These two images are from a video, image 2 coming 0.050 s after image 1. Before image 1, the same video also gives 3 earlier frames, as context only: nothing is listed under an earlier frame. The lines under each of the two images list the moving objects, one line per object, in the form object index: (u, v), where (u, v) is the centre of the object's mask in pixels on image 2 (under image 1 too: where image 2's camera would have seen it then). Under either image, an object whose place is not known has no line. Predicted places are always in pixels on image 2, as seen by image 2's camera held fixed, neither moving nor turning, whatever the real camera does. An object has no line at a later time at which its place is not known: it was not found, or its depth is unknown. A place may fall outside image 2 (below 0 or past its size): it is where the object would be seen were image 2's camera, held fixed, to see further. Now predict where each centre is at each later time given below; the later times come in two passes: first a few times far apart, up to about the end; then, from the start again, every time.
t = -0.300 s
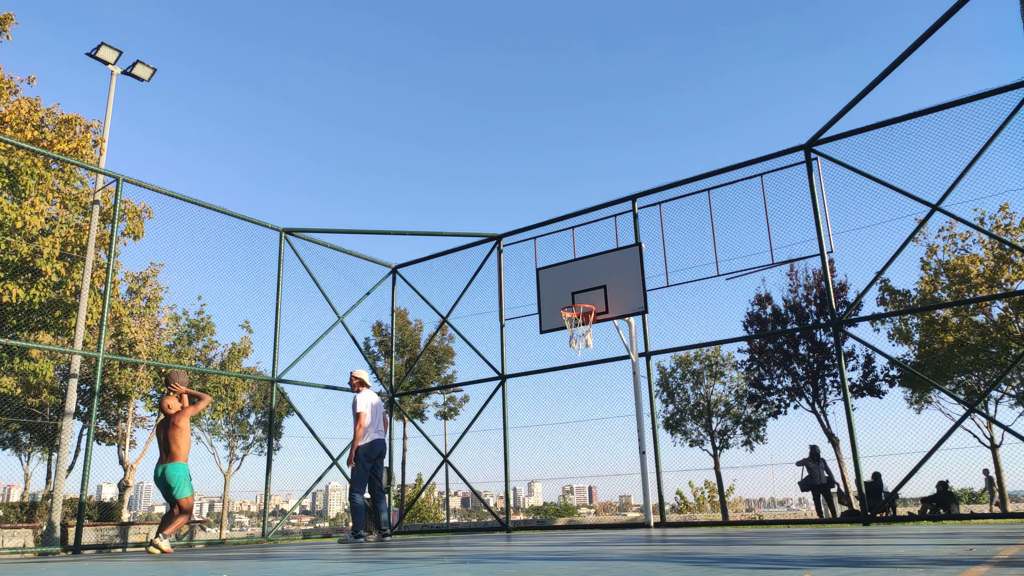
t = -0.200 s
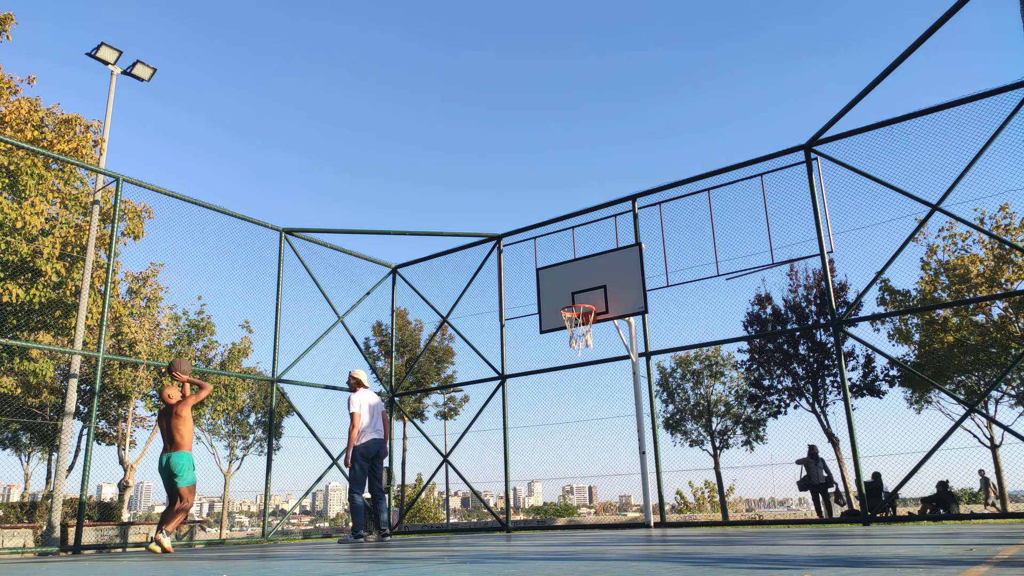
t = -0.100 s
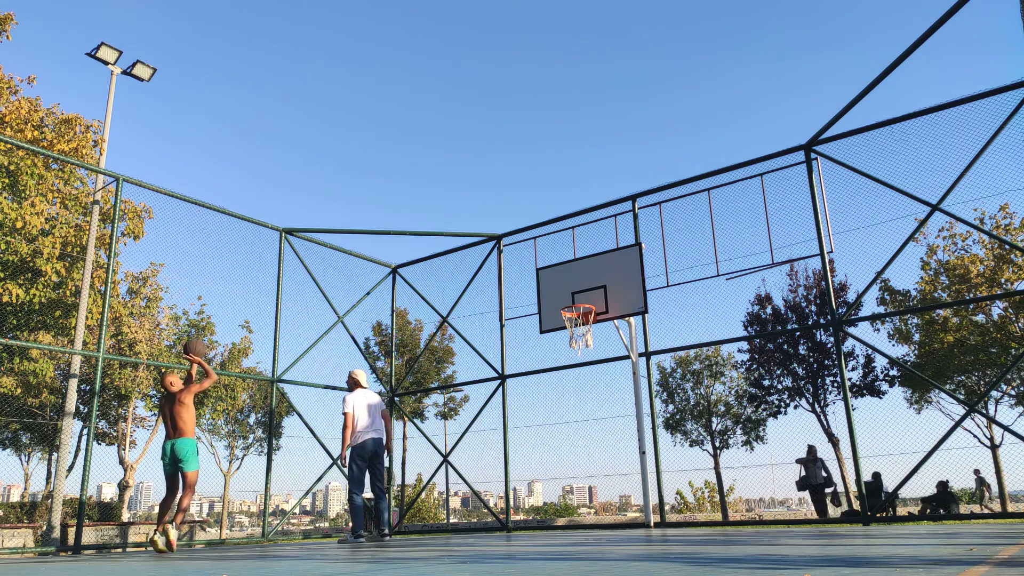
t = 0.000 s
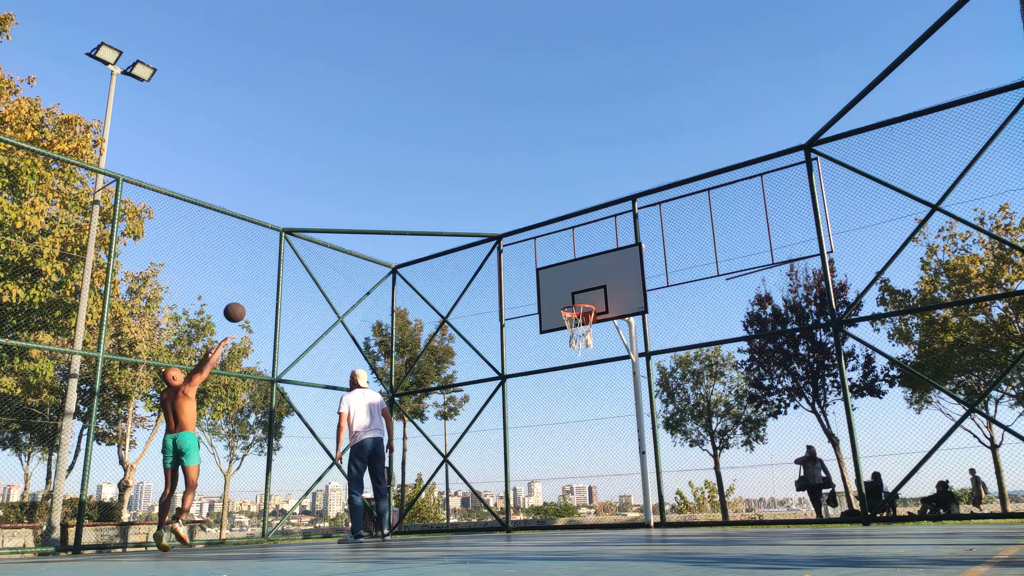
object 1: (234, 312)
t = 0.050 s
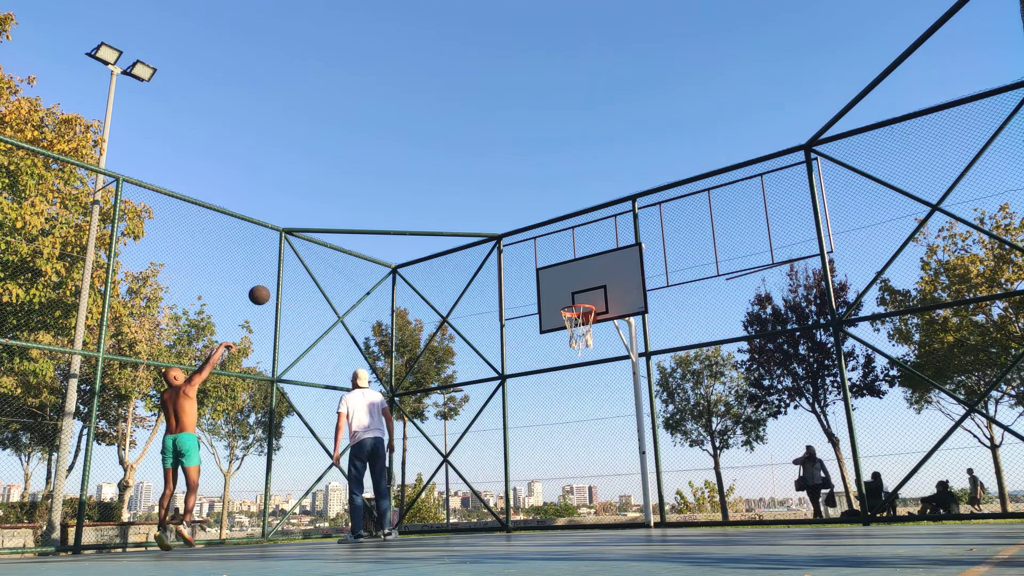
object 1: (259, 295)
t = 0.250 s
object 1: (348, 250)
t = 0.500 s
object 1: (443, 238)
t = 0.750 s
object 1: (528, 268)
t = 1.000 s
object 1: (588, 336)
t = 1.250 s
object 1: (566, 385)
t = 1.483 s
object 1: (549, 472)
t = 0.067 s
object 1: (267, 290)
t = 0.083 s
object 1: (275, 285)
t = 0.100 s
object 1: (283, 280)
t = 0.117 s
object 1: (290, 276)
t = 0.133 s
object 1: (298, 272)
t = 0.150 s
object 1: (305, 268)
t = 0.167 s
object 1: (313, 265)
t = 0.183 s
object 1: (320, 261)
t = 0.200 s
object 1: (327, 258)
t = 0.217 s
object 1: (334, 255)
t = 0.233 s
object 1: (341, 252)
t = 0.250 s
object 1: (348, 250)
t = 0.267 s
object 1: (355, 248)
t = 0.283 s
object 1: (362, 246)
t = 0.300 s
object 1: (368, 244)
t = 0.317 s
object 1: (375, 243)
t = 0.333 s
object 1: (381, 241)
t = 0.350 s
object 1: (388, 240)
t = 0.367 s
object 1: (394, 239)
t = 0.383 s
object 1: (400, 238)
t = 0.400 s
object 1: (407, 238)
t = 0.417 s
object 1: (413, 237)
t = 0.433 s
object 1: (419, 237)
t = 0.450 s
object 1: (425, 237)
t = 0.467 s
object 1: (431, 237)
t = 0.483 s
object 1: (437, 238)
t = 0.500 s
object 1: (443, 238)
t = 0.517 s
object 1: (449, 239)
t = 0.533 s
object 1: (455, 240)
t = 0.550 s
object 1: (460, 241)
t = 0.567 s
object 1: (466, 242)
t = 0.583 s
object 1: (472, 244)
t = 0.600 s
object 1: (478, 246)
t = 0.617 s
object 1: (483, 247)
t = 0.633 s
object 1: (488, 249)
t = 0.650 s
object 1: (494, 251)
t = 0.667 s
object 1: (500, 254)
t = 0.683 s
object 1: (506, 256)
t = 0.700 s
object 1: (511, 259)
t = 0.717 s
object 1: (516, 262)
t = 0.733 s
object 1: (522, 265)
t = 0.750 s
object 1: (528, 268)
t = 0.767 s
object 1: (533, 271)
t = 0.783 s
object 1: (538, 275)
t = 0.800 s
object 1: (544, 278)
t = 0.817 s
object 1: (549, 282)
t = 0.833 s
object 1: (554, 286)
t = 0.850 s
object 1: (560, 290)
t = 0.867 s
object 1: (565, 295)
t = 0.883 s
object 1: (570, 299)
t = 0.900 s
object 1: (574, 302)
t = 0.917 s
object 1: (577, 311)
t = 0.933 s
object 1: (587, 315)
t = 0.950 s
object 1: (588, 318)
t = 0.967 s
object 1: (589, 321)
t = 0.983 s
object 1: (588, 328)
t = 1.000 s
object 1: (588, 336)
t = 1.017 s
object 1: (587, 340)
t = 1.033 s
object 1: (585, 341)
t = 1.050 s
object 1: (583, 343)
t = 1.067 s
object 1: (582, 346)
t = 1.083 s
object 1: (580, 348)
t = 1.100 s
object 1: (579, 351)
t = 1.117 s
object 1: (578, 354)
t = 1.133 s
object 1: (576, 358)
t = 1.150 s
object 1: (575, 361)
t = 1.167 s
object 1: (573, 364)
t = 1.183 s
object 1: (572, 368)
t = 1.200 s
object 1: (570, 372)
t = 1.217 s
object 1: (569, 376)
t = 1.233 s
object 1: (568, 381)
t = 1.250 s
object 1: (566, 385)
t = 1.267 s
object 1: (565, 390)
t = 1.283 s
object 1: (564, 395)
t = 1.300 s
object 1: (563, 400)
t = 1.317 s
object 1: (561, 406)
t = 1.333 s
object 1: (560, 411)
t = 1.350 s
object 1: (559, 417)
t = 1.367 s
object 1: (557, 423)
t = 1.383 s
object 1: (556, 429)
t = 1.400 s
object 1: (555, 436)
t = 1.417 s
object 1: (554, 443)
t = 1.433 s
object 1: (552, 450)
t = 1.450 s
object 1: (551, 457)
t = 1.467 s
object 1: (550, 464)
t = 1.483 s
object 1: (549, 472)
